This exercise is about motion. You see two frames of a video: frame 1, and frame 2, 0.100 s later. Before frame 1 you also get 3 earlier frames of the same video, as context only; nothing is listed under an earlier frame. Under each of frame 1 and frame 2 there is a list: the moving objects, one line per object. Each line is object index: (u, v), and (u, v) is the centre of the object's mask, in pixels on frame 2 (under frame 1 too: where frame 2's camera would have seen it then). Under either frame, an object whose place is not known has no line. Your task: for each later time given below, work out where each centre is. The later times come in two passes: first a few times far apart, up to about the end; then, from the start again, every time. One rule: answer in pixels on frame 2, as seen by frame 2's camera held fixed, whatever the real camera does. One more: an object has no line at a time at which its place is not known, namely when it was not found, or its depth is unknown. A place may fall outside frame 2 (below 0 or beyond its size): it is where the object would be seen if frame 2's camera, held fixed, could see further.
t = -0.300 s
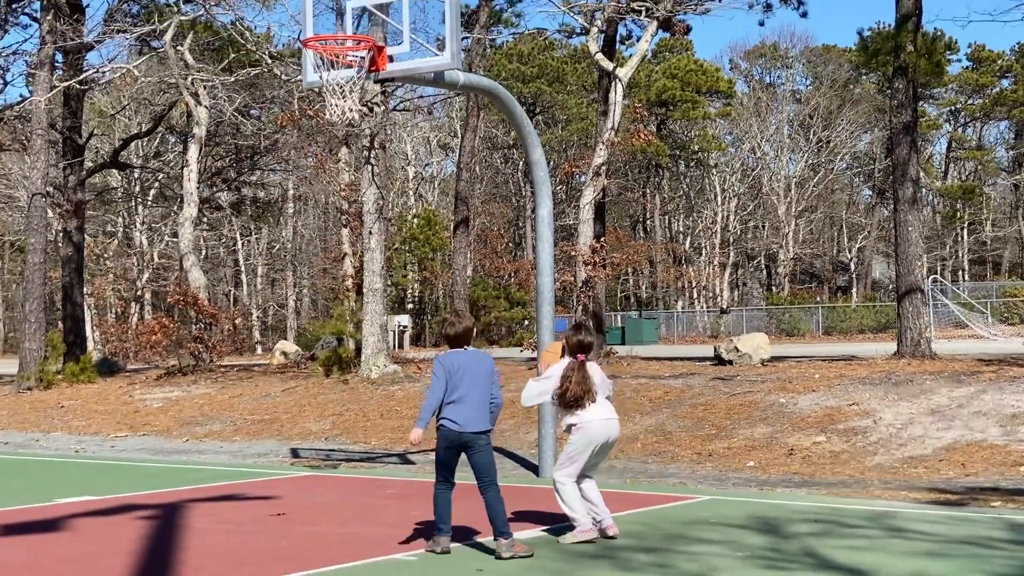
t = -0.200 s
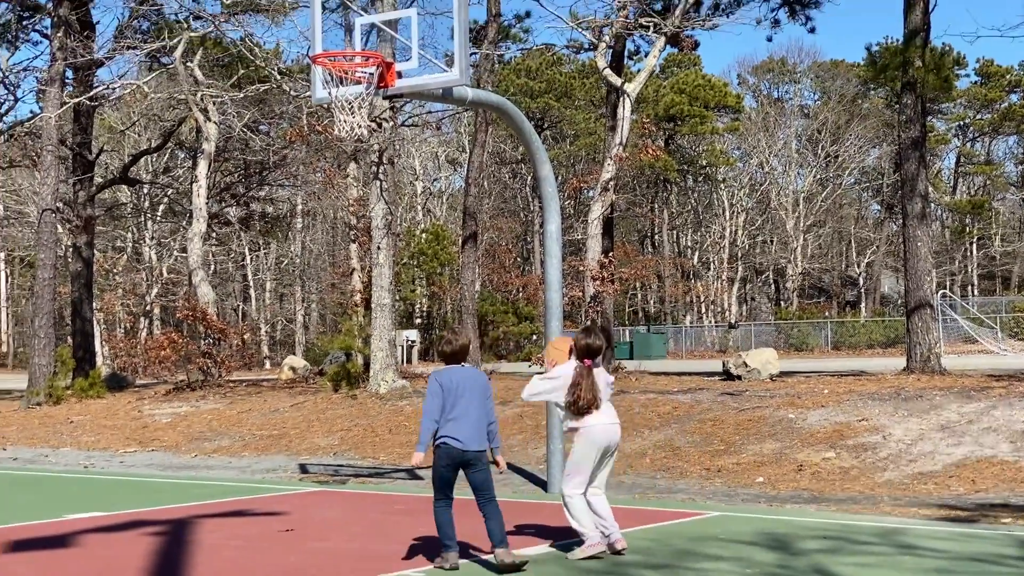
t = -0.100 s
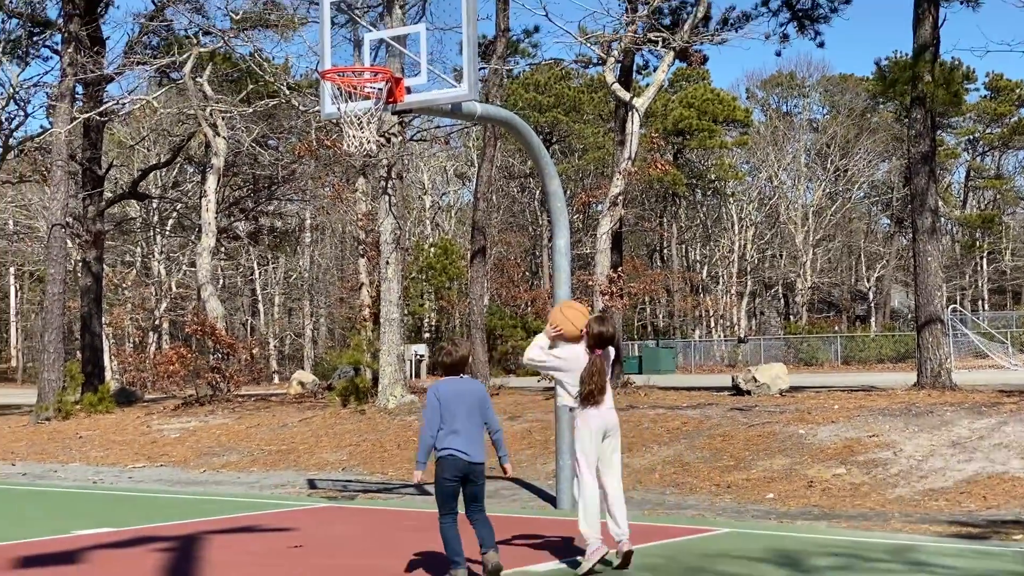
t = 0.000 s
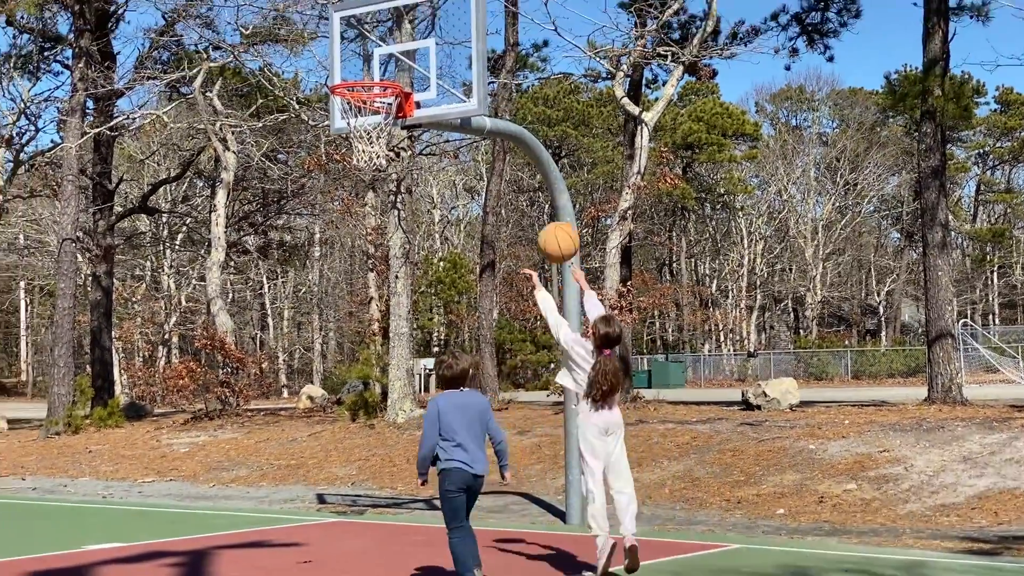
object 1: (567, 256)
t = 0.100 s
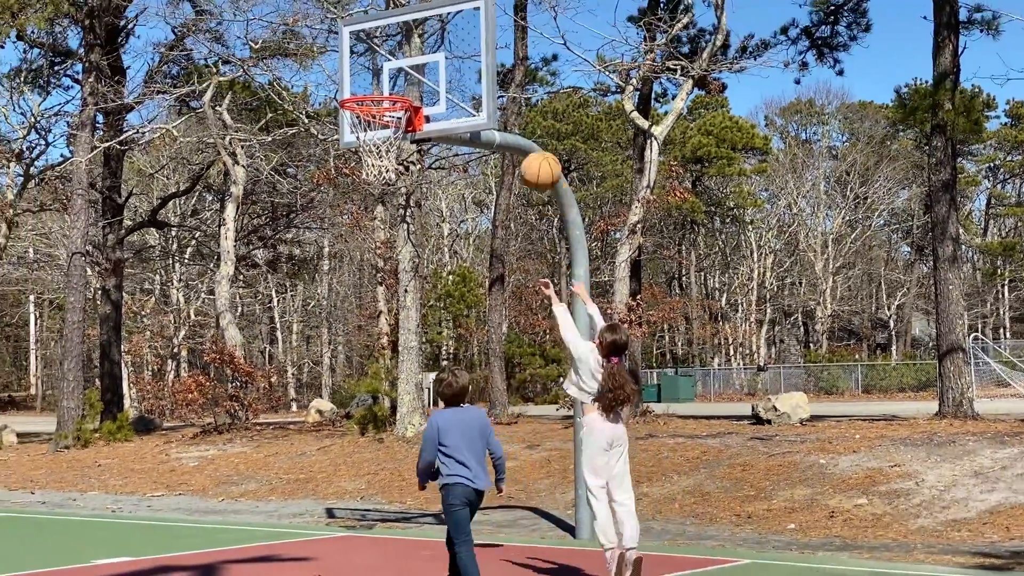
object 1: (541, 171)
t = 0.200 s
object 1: (516, 104)
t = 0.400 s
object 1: (467, 25)
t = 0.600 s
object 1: (423, 9)
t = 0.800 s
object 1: (380, 56)
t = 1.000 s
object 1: (385, 116)
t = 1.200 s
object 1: (390, 127)
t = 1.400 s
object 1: (378, 173)
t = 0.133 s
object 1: (532, 146)
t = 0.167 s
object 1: (524, 124)
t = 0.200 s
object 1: (516, 104)
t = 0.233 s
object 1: (507, 87)
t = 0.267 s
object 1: (499, 70)
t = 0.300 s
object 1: (490, 56)
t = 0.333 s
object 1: (482, 44)
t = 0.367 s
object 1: (474, 33)
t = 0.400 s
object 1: (467, 25)
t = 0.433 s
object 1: (459, 18)
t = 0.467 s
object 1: (451, 12)
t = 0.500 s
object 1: (444, 9)
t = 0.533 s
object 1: (436, 7)
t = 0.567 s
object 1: (430, 8)
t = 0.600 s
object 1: (423, 9)
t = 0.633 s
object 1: (415, 13)
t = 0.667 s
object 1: (408, 18)
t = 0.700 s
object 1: (401, 25)
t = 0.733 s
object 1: (394, 34)
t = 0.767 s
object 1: (387, 44)
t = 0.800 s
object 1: (380, 56)
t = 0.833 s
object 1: (374, 69)
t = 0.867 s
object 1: (366, 79)
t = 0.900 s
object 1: (365, 98)
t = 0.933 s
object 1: (373, 102)
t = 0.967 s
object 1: (379, 110)
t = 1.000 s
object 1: (385, 116)
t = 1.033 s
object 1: (390, 122)
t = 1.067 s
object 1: (391, 122)
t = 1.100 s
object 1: (391, 121)
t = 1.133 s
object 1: (392, 121)
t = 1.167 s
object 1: (392, 123)
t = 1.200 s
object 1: (390, 127)
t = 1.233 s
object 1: (389, 131)
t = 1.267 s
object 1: (388, 137)
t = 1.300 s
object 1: (385, 144)
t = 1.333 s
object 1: (383, 151)
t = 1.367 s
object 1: (380, 161)
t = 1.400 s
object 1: (378, 173)
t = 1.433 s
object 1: (376, 186)
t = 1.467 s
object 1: (373, 200)
